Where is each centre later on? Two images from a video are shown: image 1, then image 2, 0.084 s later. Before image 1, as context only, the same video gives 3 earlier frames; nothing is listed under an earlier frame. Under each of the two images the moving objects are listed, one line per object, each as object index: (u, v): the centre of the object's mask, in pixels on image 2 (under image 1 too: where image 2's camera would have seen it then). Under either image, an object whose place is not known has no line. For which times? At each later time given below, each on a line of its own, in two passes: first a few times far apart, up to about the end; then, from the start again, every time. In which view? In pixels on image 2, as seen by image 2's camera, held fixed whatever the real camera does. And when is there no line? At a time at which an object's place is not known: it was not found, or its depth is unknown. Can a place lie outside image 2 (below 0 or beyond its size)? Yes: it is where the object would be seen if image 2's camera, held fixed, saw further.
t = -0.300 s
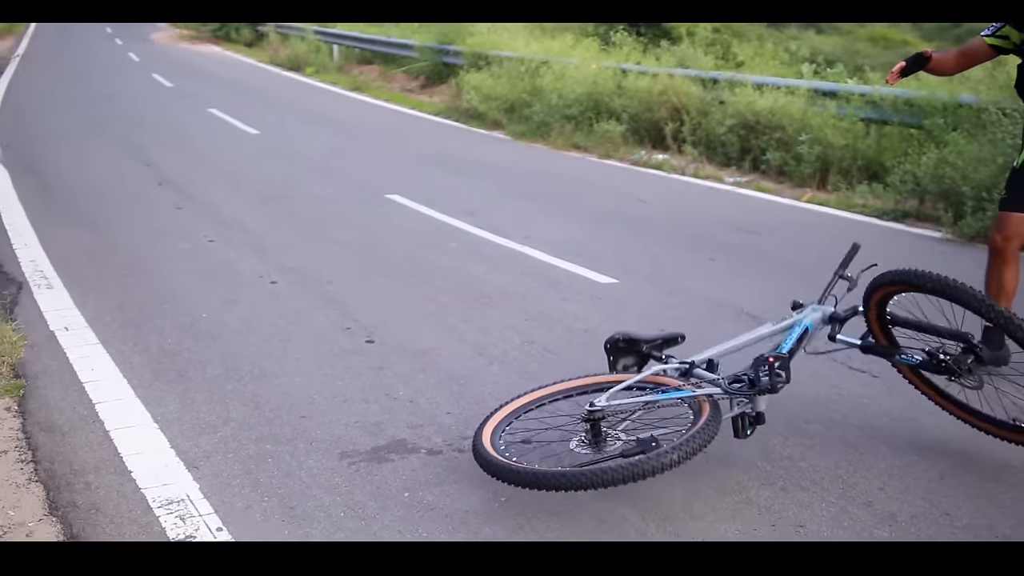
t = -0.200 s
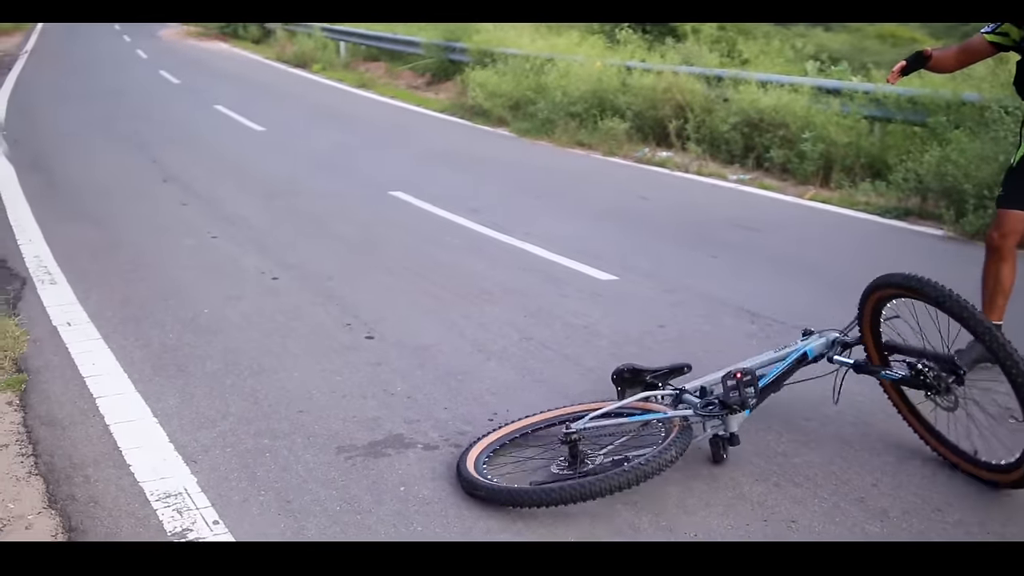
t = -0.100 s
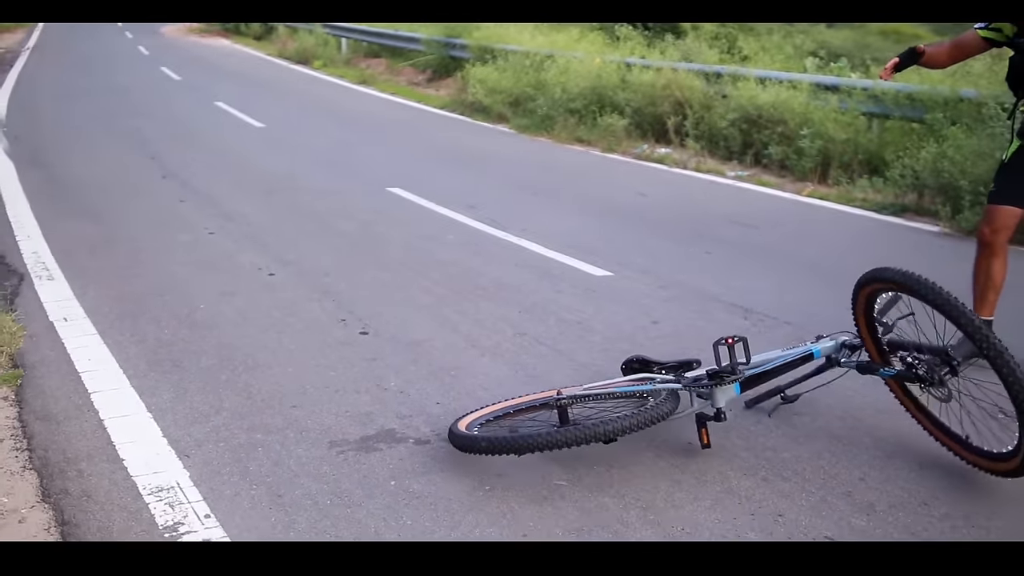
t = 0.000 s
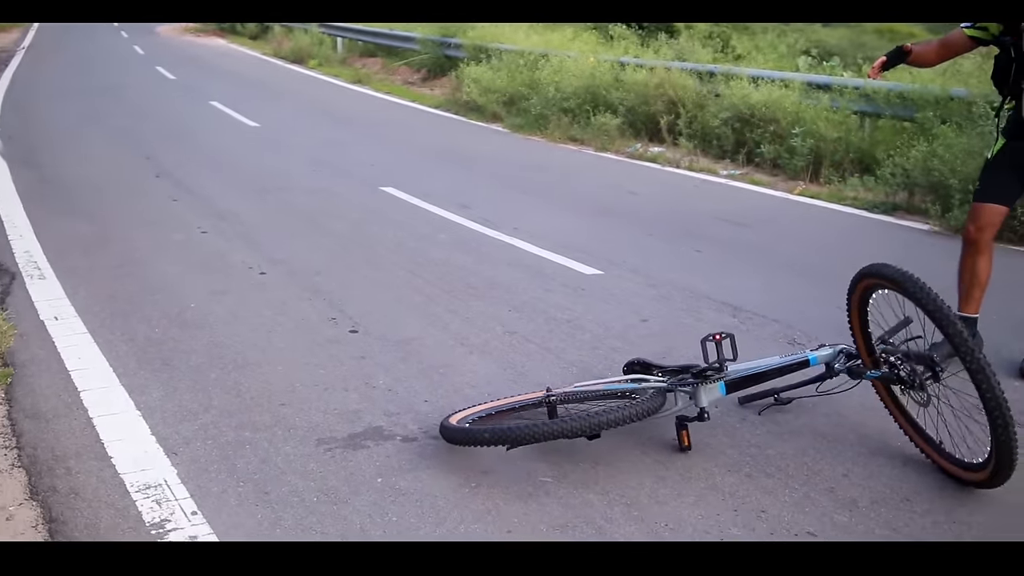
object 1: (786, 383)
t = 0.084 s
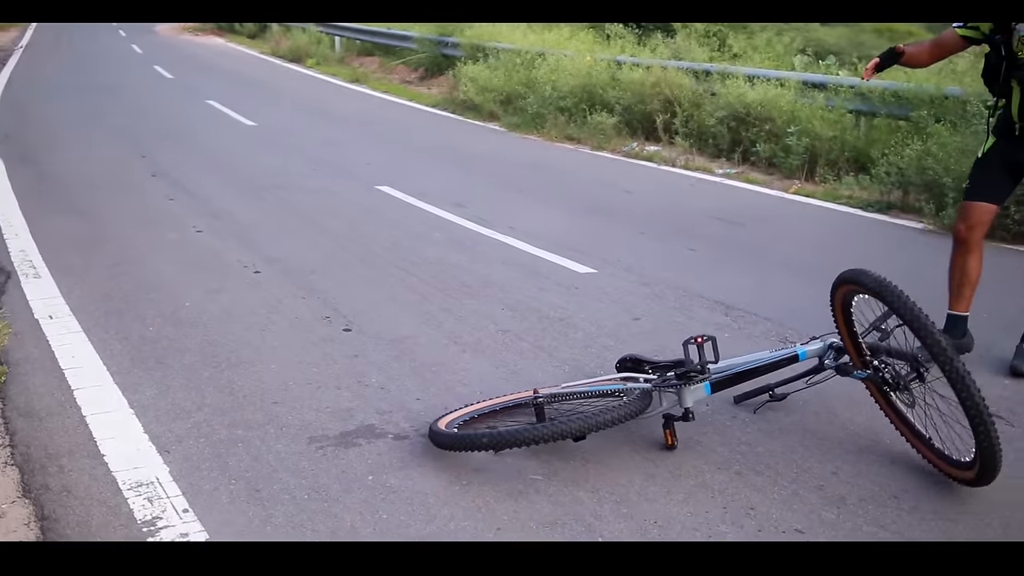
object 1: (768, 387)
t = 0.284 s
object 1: (757, 394)
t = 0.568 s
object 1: (755, 394)
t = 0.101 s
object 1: (764, 387)
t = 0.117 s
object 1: (761, 388)
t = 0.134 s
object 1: (760, 389)
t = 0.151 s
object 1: (758, 389)
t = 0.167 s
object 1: (757, 390)
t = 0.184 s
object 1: (757, 391)
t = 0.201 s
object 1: (756, 392)
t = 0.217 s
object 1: (757, 393)
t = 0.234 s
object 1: (758, 393)
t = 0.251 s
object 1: (759, 393)
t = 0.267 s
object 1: (758, 394)
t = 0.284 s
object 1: (757, 394)
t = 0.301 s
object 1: (756, 394)
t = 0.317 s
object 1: (756, 394)
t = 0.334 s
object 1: (759, 394)
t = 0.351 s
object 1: (758, 394)
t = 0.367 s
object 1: (758, 394)
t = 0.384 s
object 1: (759, 394)
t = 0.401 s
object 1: (755, 395)
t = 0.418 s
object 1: (756, 394)
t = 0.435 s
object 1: (756, 394)
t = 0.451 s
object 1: (756, 394)
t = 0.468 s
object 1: (757, 394)
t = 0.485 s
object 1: (757, 394)
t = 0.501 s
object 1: (756, 394)
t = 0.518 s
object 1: (756, 394)
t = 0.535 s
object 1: (755, 394)
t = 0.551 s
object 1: (756, 394)
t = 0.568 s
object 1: (755, 394)
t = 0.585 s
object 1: (754, 395)
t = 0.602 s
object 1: (755, 395)
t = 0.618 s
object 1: (752, 396)
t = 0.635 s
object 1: (753, 395)
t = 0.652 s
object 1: (754, 395)
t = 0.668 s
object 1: (752, 396)
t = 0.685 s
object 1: (751, 396)
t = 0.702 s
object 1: (752, 396)
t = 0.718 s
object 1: (751, 396)
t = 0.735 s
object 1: (751, 396)
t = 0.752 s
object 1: (752, 396)
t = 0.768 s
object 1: (752, 396)
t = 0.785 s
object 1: (751, 396)
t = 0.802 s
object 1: (751, 396)
